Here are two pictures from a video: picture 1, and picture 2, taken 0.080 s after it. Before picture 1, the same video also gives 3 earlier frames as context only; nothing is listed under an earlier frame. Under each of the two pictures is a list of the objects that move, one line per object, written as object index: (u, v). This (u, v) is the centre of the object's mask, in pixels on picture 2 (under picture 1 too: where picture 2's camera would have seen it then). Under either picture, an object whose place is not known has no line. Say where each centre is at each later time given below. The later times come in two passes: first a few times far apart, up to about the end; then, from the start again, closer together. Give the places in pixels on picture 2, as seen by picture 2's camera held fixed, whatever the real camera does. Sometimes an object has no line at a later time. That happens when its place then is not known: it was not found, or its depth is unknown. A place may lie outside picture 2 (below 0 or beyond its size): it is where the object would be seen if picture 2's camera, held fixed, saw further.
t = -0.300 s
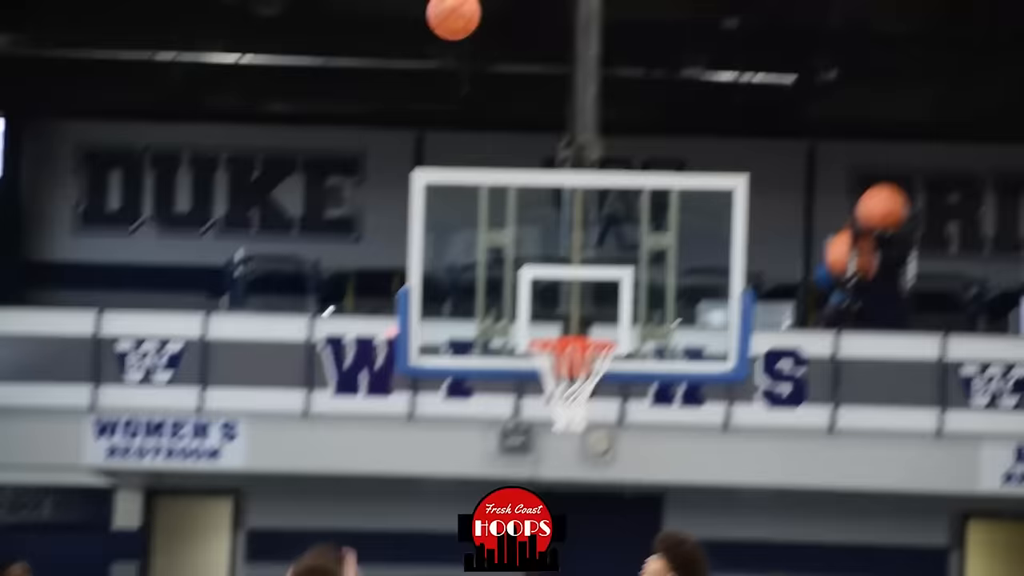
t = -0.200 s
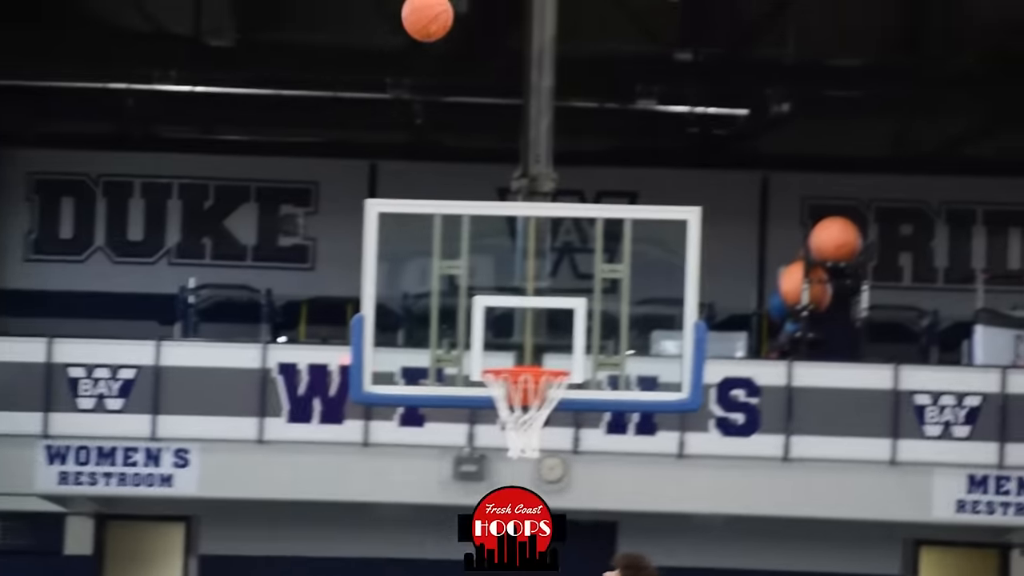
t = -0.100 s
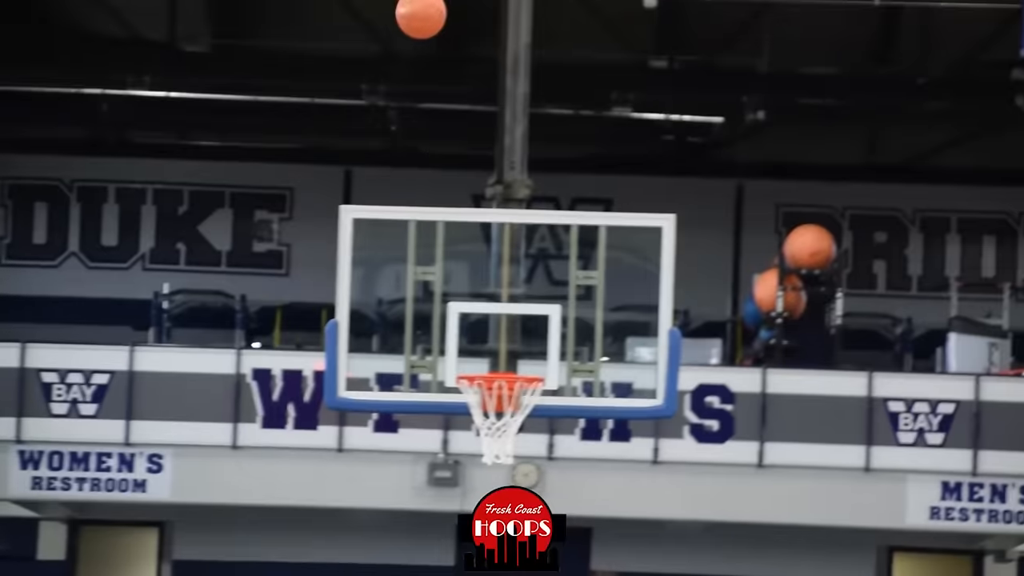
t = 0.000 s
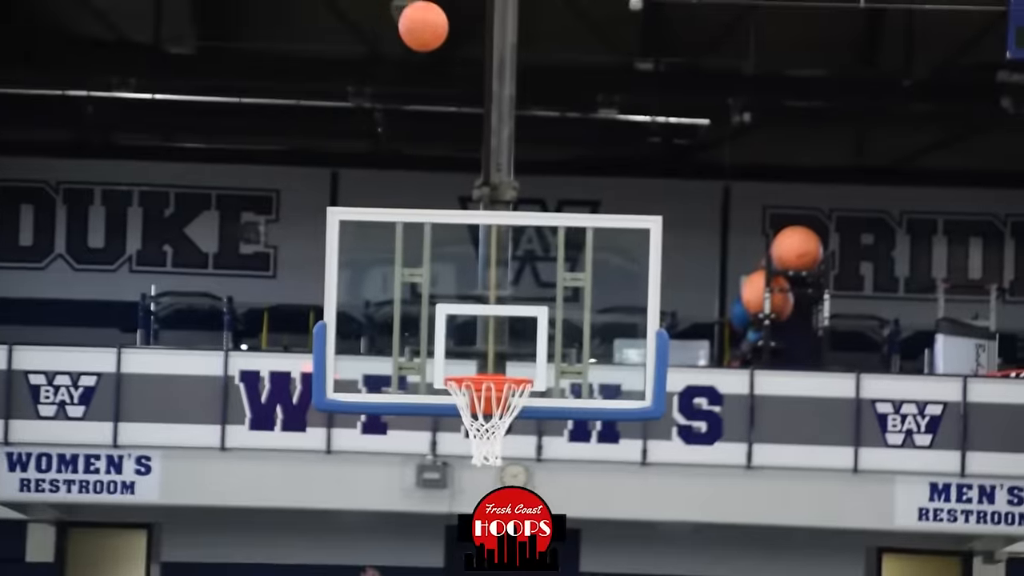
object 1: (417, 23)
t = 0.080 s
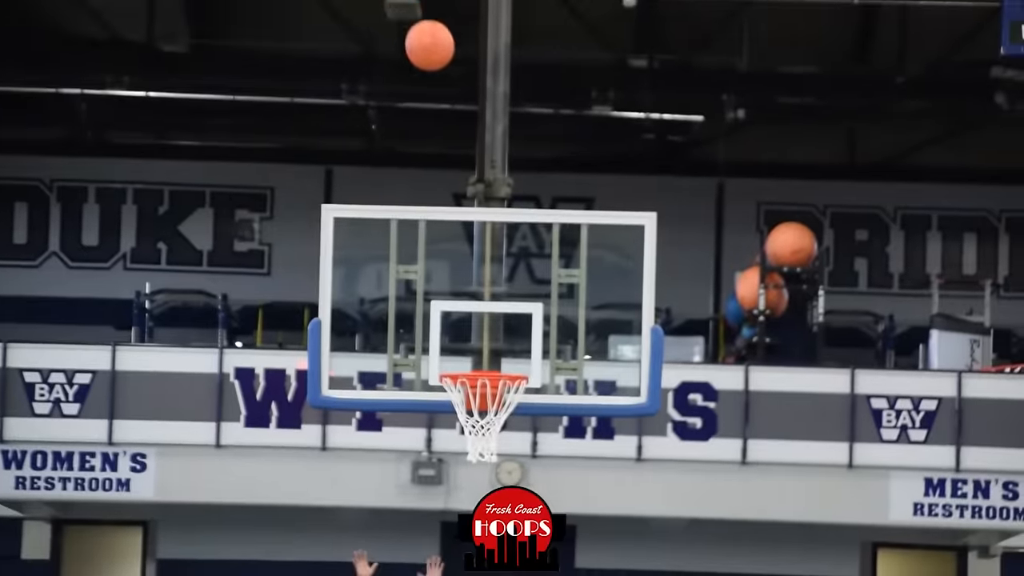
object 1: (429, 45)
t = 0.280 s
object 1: (457, 152)
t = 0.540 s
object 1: (486, 363)
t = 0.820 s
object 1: (485, 408)
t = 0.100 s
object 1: (432, 53)
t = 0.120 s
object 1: (435, 61)
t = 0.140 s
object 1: (438, 70)
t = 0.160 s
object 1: (441, 79)
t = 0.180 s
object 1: (444, 89)
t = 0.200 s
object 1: (446, 103)
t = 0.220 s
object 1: (449, 114)
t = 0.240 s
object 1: (452, 126)
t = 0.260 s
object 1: (455, 139)
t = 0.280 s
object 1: (457, 152)
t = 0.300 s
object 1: (460, 166)
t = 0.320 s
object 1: (462, 180)
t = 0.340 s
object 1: (464, 194)
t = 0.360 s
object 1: (467, 210)
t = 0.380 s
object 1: (469, 227)
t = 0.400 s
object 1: (472, 244)
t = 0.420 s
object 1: (474, 260)
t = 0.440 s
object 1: (476, 277)
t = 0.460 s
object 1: (478, 296)
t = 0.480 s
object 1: (481, 316)
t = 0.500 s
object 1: (483, 336)
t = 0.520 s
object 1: (484, 352)
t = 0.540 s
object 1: (486, 363)
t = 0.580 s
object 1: (485, 397)
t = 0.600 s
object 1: (486, 409)
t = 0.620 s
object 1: (485, 413)
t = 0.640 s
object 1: (485, 398)
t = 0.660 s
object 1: (485, 402)
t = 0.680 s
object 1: (486, 396)
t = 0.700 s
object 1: (485, 396)
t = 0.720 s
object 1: (485, 398)
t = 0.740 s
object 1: (485, 400)
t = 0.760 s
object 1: (484, 403)
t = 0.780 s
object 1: (486, 398)
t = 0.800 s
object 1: (484, 403)
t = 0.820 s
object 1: (485, 408)
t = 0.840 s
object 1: (485, 410)
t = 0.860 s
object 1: (483, 414)
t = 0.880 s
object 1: (484, 426)
